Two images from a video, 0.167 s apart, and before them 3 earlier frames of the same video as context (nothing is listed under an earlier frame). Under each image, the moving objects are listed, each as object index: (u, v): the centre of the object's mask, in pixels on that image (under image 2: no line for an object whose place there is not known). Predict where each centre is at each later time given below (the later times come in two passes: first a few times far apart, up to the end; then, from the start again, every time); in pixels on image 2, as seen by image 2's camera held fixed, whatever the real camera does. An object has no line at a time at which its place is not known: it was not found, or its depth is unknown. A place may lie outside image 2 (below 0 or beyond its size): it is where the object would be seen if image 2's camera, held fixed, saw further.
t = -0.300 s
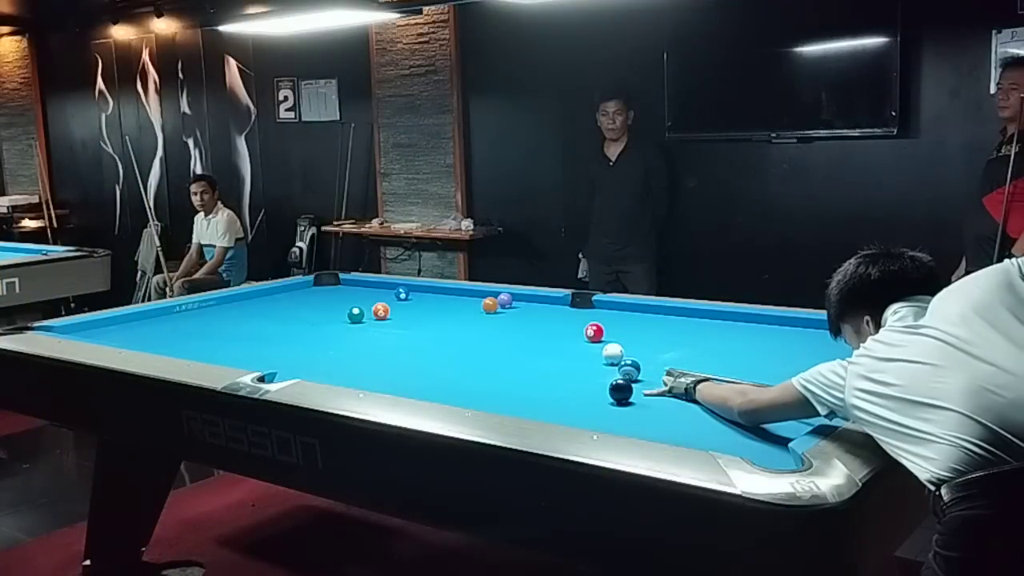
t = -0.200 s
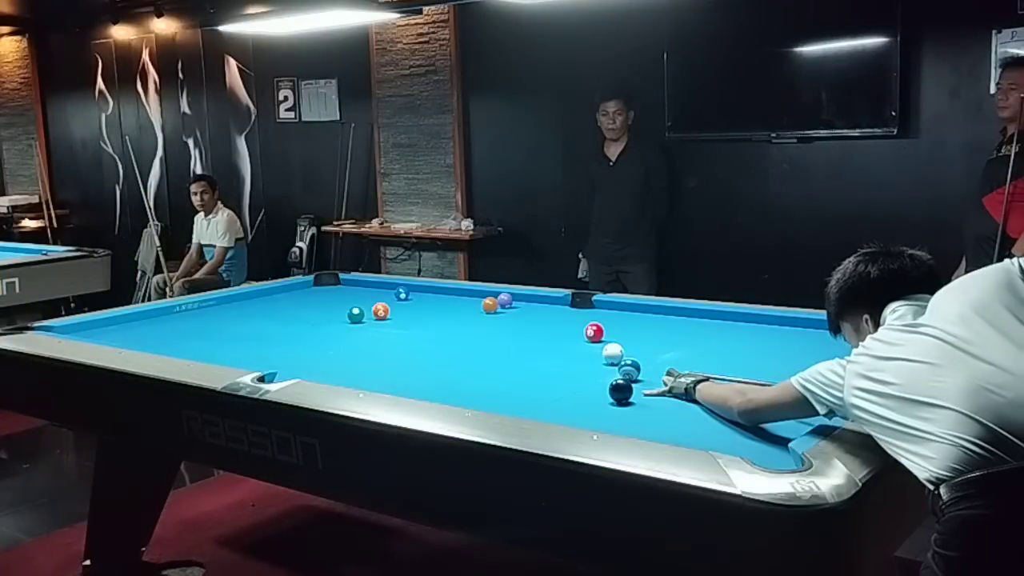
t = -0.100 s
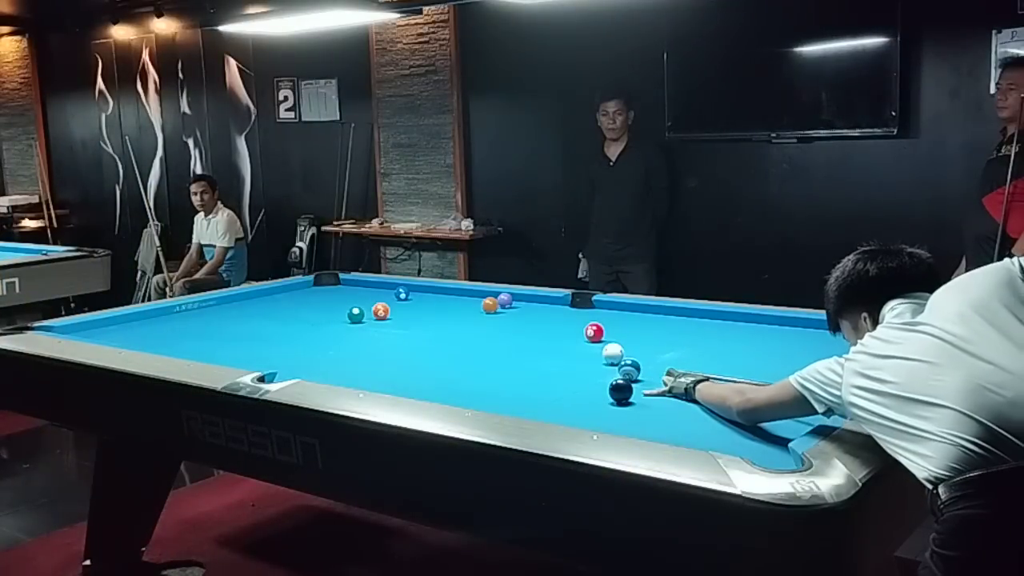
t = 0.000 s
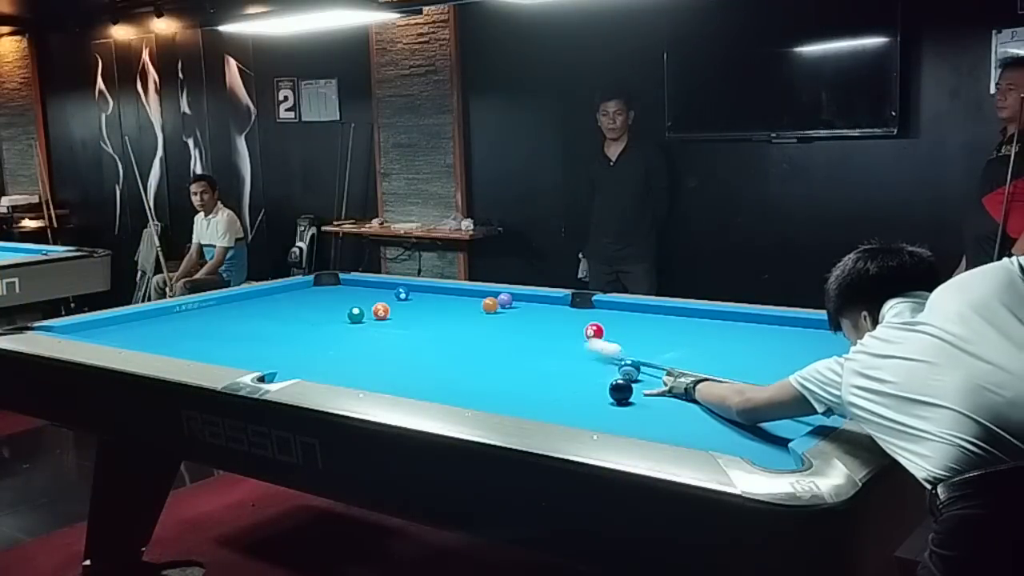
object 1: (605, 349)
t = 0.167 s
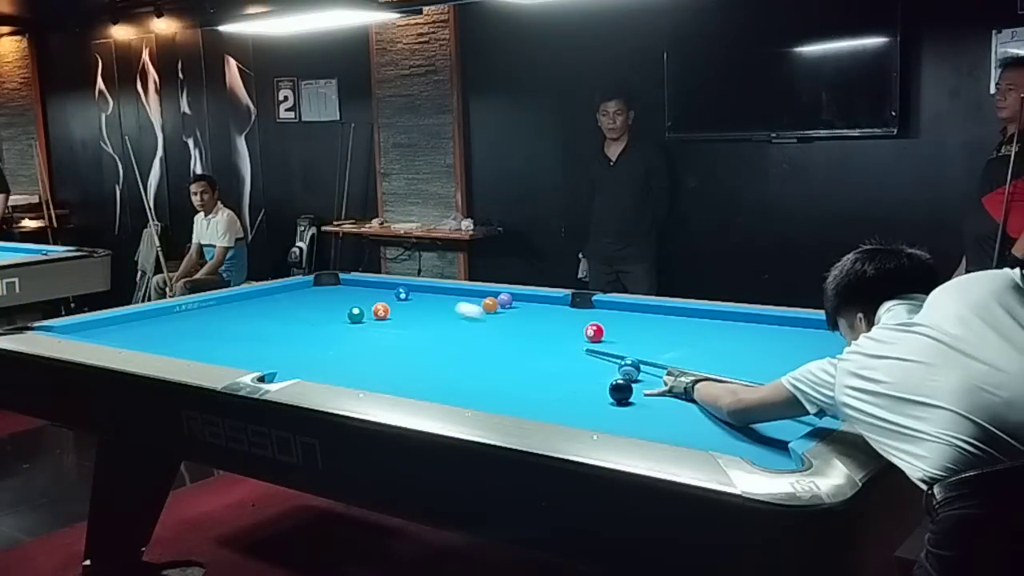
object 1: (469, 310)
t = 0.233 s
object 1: (430, 299)
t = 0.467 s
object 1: (435, 290)
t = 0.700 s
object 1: (443, 292)
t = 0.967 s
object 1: (447, 297)
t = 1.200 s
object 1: (450, 301)
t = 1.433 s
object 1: (454, 305)
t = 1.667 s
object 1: (457, 308)
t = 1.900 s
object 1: (460, 312)
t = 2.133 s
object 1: (463, 316)
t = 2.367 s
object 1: (466, 320)
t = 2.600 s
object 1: (470, 323)
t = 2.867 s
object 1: (473, 327)
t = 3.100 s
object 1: (476, 330)
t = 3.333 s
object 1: (479, 333)
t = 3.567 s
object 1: (482, 336)
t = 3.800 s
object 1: (485, 338)
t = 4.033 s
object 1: (487, 340)
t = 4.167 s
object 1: (488, 342)
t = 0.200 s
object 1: (448, 304)
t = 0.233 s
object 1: (430, 299)
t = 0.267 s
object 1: (415, 295)
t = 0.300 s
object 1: (414, 293)
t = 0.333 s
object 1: (419, 293)
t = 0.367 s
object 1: (423, 292)
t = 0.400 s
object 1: (428, 291)
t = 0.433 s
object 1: (431, 291)
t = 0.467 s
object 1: (435, 290)
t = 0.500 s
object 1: (440, 290)
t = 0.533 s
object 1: (441, 290)
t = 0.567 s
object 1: (442, 290)
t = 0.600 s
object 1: (442, 291)
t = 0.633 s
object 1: (442, 291)
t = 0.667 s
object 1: (443, 292)
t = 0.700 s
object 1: (443, 292)
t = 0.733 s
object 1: (444, 293)
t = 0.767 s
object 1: (444, 294)
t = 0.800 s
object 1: (445, 294)
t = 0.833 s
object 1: (445, 295)
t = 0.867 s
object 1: (446, 295)
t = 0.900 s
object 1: (446, 296)
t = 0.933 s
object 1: (447, 297)
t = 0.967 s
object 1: (447, 297)
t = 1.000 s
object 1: (448, 298)
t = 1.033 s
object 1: (448, 298)
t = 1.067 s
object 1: (449, 299)
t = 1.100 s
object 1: (449, 299)
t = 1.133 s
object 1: (449, 300)
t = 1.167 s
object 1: (450, 300)
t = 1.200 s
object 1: (450, 301)
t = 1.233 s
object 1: (451, 301)
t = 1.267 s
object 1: (451, 302)
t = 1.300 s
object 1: (452, 302)
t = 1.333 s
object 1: (452, 303)
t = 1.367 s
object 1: (453, 304)
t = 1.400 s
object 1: (453, 304)
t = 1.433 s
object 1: (454, 305)
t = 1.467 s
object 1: (454, 305)
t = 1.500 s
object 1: (455, 306)
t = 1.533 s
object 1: (455, 306)
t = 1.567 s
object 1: (455, 307)
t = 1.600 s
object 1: (456, 307)
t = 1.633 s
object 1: (456, 308)
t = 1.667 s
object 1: (457, 308)
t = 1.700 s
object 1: (457, 309)
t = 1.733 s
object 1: (458, 309)
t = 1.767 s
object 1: (458, 310)
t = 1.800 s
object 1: (459, 311)
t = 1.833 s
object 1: (459, 311)
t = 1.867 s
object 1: (460, 311)
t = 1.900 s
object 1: (460, 312)
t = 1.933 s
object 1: (461, 313)
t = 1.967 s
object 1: (461, 313)
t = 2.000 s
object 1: (462, 314)
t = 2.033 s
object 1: (462, 314)
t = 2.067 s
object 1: (462, 315)
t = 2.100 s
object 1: (463, 315)
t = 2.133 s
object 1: (463, 316)
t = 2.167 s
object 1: (464, 316)
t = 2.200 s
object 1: (464, 317)
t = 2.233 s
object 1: (465, 318)
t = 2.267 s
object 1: (465, 318)
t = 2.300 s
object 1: (466, 318)
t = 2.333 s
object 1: (466, 319)
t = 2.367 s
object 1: (466, 320)
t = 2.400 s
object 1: (467, 320)
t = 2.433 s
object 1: (467, 321)
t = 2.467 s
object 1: (468, 321)
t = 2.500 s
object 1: (468, 322)
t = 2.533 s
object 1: (469, 322)
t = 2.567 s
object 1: (469, 323)
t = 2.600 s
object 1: (470, 323)
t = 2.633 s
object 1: (470, 324)
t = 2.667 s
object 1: (470, 324)
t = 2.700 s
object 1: (471, 325)
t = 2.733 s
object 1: (471, 325)
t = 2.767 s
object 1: (472, 325)
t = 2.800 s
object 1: (472, 326)
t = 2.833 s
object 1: (473, 326)
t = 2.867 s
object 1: (473, 327)
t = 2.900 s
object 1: (474, 327)
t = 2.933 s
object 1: (474, 328)
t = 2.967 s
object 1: (475, 328)
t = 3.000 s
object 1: (475, 329)
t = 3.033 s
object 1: (476, 329)
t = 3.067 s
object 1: (476, 330)
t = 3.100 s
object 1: (476, 330)
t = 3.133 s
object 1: (477, 330)
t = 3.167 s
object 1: (477, 331)
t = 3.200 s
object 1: (478, 331)
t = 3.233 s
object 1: (478, 332)
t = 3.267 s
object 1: (478, 332)
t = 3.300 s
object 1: (479, 333)
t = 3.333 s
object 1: (479, 333)
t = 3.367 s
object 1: (480, 333)
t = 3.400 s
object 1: (480, 334)
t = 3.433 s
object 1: (480, 334)
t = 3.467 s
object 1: (481, 335)
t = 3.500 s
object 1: (481, 335)
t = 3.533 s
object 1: (482, 335)
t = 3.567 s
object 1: (482, 336)
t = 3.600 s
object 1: (483, 336)
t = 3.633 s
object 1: (483, 336)
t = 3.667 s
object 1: (484, 337)
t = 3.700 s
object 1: (484, 337)
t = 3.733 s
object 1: (484, 337)
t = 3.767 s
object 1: (485, 338)
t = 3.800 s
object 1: (485, 338)
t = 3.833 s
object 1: (486, 338)
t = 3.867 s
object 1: (486, 339)
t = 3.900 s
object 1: (486, 339)
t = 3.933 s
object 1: (486, 339)
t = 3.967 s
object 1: (487, 340)
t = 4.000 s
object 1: (487, 340)
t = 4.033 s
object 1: (487, 340)
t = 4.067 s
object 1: (488, 340)
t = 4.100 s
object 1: (488, 341)
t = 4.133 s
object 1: (488, 341)
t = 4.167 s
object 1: (488, 342)
